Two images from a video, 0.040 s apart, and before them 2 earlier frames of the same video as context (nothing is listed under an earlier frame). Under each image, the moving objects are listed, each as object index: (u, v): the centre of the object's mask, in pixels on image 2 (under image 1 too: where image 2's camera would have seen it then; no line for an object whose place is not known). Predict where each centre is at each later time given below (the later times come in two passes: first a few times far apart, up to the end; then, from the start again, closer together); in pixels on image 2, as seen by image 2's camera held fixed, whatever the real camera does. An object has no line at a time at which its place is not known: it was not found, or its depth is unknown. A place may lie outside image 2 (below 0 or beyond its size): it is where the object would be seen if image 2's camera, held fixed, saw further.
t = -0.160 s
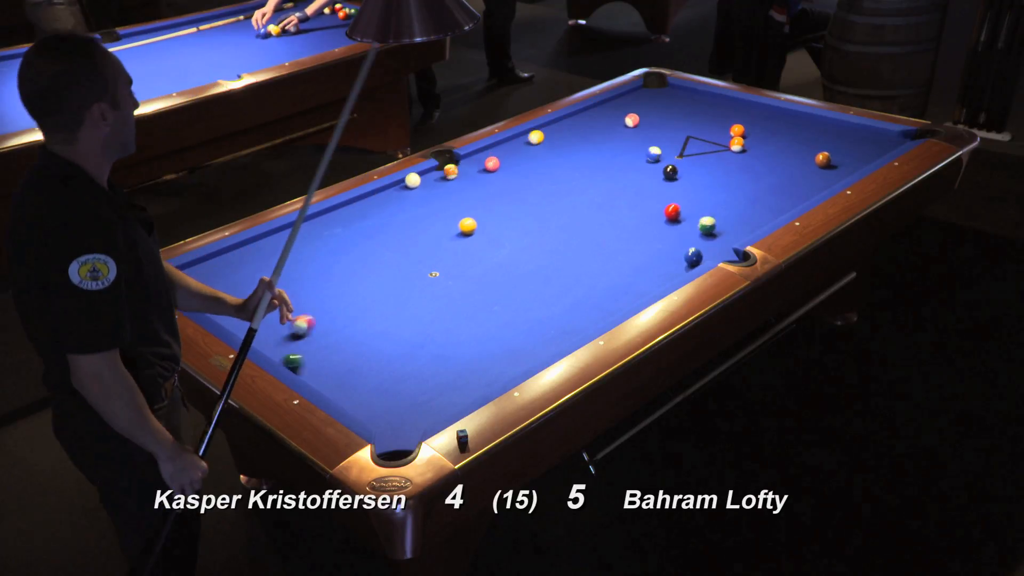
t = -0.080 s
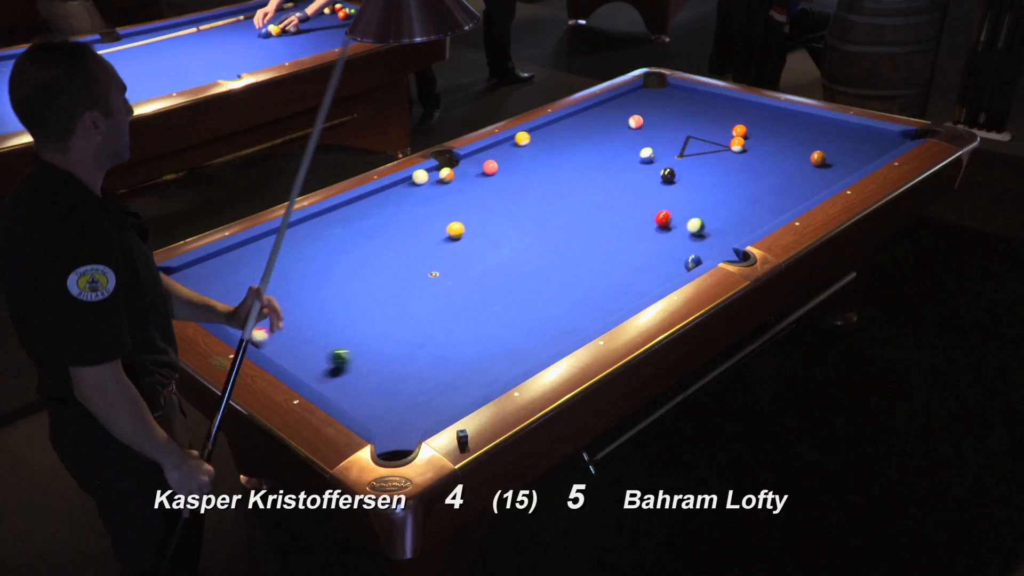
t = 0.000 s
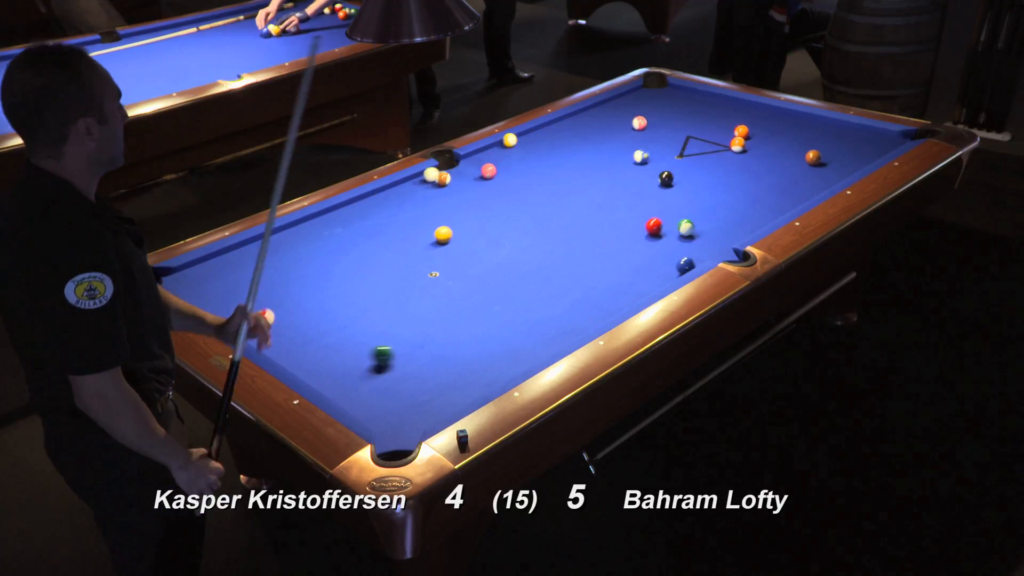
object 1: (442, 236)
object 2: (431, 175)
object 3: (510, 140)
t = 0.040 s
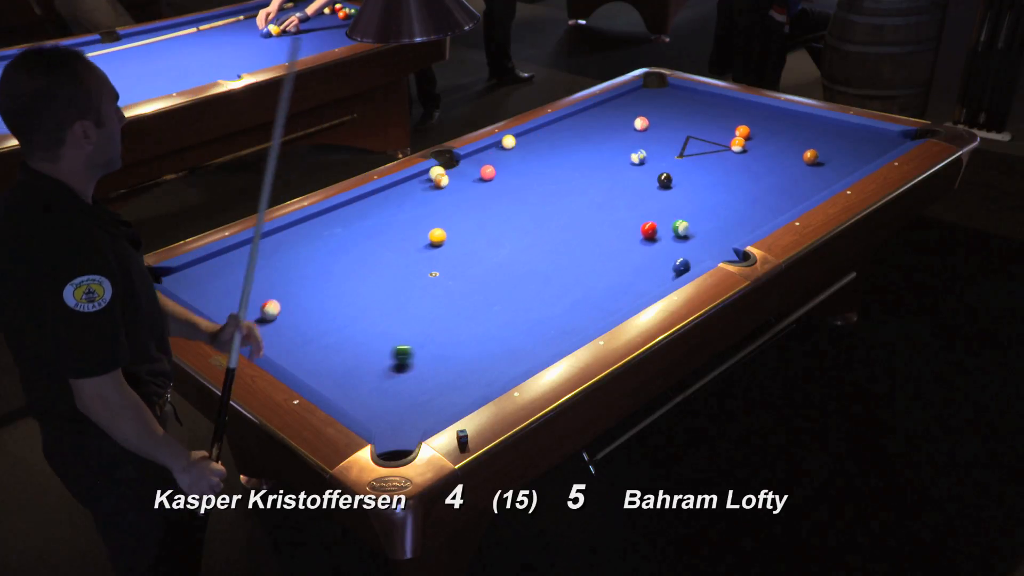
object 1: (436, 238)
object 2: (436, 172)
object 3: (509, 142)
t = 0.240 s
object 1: (406, 249)
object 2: (464, 168)
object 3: (502, 150)
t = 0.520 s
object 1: (362, 264)
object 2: (496, 166)
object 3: (496, 154)
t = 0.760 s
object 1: (324, 278)
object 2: (515, 172)
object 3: (498, 154)
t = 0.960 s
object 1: (292, 290)
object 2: (532, 177)
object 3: (499, 152)
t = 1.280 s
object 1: (243, 307)
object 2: (557, 184)
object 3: (501, 151)
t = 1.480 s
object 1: (215, 312)
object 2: (572, 188)
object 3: (501, 150)
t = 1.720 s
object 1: (238, 303)
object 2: (590, 193)
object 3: (501, 150)
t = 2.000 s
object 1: (257, 293)
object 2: (611, 199)
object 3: (501, 149)
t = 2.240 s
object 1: (271, 285)
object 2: (627, 204)
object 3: (501, 149)
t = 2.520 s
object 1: (286, 277)
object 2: (646, 209)
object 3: (501, 149)
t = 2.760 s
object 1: (298, 271)
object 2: (660, 214)
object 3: (501, 149)
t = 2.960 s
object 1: (306, 266)
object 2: (672, 217)
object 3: (501, 149)
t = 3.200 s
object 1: (315, 262)
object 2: (685, 221)
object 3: (502, 149)
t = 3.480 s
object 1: (324, 257)
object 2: (700, 225)
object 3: (502, 149)
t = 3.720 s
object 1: (331, 253)
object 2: (711, 228)
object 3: (502, 149)
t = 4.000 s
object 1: (337, 250)
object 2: (723, 231)
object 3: (502, 149)
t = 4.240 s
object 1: (342, 244)
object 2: (732, 234)
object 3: (502, 149)
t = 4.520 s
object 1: (347, 244)
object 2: (740, 234)
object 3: (502, 150)
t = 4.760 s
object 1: (348, 244)
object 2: (737, 234)
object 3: (502, 150)
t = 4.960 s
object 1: (348, 243)
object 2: (734, 234)
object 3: (502, 150)
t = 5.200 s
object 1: (349, 243)
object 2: (733, 234)
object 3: (502, 150)
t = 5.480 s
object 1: (349, 243)
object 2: (732, 233)
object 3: (502, 150)
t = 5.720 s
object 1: (349, 243)
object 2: (733, 233)
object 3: (502, 150)
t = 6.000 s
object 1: (349, 243)
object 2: (732, 234)
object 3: (502, 150)
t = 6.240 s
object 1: (349, 243)
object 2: (732, 234)
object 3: (502, 150)
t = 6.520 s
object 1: (349, 243)
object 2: (733, 233)
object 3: (502, 150)
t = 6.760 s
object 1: (349, 243)
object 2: (732, 233)
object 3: (502, 150)
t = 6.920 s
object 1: (348, 243)
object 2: (732, 233)
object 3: (502, 150)
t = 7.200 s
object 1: (349, 243)
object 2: (732, 233)
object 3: (502, 150)
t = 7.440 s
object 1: (349, 243)
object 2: (733, 234)
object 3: (502, 150)
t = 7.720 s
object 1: (348, 243)
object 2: (733, 234)
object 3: (502, 150)
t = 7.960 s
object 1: (348, 243)
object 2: (733, 234)
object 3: (502, 150)
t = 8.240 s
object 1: (347, 243)
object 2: (733, 234)
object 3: (502, 150)
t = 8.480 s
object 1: (348, 243)
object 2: (733, 234)
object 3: (502, 150)
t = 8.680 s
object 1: (350, 245)
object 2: (733, 234)
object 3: (502, 150)
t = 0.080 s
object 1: (430, 240)
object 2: (443, 171)
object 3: (507, 144)
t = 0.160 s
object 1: (418, 244)
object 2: (453, 171)
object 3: (505, 147)
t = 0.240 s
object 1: (406, 249)
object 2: (464, 168)
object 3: (502, 150)
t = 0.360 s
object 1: (387, 255)
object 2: (480, 166)
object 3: (497, 155)
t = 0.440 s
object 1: (374, 260)
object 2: (490, 164)
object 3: (496, 155)
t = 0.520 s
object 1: (362, 264)
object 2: (496, 166)
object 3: (496, 154)
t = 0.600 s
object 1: (349, 269)
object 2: (502, 168)
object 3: (497, 155)
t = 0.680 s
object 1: (337, 273)
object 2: (509, 170)
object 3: (497, 154)
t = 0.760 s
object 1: (324, 278)
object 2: (515, 172)
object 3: (498, 154)
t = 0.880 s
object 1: (305, 285)
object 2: (525, 175)
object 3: (499, 153)
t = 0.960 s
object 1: (292, 290)
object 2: (532, 177)
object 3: (499, 152)
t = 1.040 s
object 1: (279, 294)
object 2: (538, 178)
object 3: (500, 152)
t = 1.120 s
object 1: (266, 299)
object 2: (544, 180)
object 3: (500, 152)
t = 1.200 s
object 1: (253, 303)
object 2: (551, 182)
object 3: (500, 151)
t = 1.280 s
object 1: (243, 307)
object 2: (557, 184)
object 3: (501, 151)
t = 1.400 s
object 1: (219, 312)
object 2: (566, 186)
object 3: (501, 150)
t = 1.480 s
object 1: (215, 312)
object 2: (572, 188)
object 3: (501, 150)
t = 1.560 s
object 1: (229, 310)
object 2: (578, 190)
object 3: (501, 150)
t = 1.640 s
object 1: (231, 308)
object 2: (584, 192)
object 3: (501, 150)
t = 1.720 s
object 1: (238, 303)
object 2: (590, 193)
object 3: (501, 150)
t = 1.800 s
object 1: (243, 300)
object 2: (596, 195)
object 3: (501, 150)
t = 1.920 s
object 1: (251, 296)
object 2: (605, 197)
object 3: (501, 149)
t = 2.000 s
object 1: (257, 293)
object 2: (611, 199)
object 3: (501, 149)
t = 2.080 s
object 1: (262, 290)
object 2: (616, 201)
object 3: (501, 149)
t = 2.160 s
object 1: (266, 288)
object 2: (622, 202)
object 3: (501, 149)
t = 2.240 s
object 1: (271, 285)
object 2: (627, 204)
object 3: (501, 149)
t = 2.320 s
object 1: (276, 283)
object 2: (633, 206)
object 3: (501, 149)
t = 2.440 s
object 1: (282, 279)
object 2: (641, 208)
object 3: (501, 149)
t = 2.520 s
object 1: (286, 277)
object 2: (646, 209)
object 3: (501, 149)
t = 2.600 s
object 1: (290, 275)
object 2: (651, 211)
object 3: (501, 149)
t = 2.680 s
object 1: (294, 273)
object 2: (656, 212)
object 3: (501, 149)
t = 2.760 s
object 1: (298, 271)
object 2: (660, 214)
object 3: (501, 149)
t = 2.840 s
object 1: (301, 269)
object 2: (665, 215)
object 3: (501, 150)
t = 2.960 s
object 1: (306, 266)
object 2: (672, 217)
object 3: (501, 149)
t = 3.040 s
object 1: (309, 265)
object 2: (677, 218)
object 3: (502, 149)
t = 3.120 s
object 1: (312, 263)
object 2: (681, 219)
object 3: (502, 149)
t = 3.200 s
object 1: (315, 262)
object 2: (685, 221)
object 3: (502, 149)
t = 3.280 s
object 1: (318, 260)
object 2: (690, 222)
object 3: (502, 149)
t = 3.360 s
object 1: (321, 259)
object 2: (694, 223)
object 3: (502, 149)
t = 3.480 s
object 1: (324, 257)
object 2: (700, 225)
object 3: (502, 149)
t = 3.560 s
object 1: (327, 256)
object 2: (704, 226)
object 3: (502, 149)
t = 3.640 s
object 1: (329, 254)
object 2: (708, 227)
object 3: (502, 149)
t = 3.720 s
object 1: (331, 253)
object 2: (711, 228)
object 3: (502, 149)
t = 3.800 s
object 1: (333, 252)
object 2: (715, 229)
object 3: (502, 149)
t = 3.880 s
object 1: (335, 251)
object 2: (718, 230)
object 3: (502, 149)
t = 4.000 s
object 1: (337, 250)
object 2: (723, 231)
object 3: (502, 149)
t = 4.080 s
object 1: (338, 248)
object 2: (726, 232)
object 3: (502, 149)
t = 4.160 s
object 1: (339, 246)
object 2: (730, 233)
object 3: (502, 149)
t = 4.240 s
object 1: (342, 244)
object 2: (732, 234)
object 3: (502, 149)
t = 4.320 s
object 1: (344, 243)
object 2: (735, 234)
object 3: (502, 150)
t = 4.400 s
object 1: (346, 243)
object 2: (738, 234)
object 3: (501, 150)
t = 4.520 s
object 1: (347, 244)
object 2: (740, 234)
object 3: (502, 150)
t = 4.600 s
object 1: (348, 244)
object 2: (739, 234)
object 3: (502, 150)
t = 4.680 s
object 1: (348, 244)
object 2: (738, 234)
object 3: (502, 150)
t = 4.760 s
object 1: (348, 244)
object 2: (737, 234)
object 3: (502, 150)
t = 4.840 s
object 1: (348, 244)
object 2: (736, 234)
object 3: (502, 150)
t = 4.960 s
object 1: (348, 243)
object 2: (734, 234)
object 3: (502, 150)
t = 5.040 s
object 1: (348, 243)
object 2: (734, 234)
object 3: (502, 150)
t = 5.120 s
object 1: (349, 243)
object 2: (733, 234)
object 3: (502, 150)
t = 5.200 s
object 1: (349, 243)
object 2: (733, 234)
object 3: (502, 150)
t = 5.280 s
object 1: (349, 243)
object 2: (733, 233)
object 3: (502, 150)
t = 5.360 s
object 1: (348, 243)
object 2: (733, 233)
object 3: (502, 150)
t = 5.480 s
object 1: (349, 243)
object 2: (732, 233)
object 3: (502, 150)
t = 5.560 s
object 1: (349, 243)
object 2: (732, 233)
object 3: (502, 150)
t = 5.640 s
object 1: (349, 243)
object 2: (732, 233)
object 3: (502, 150)
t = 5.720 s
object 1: (349, 243)
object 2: (733, 233)
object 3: (502, 150)
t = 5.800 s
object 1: (349, 243)
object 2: (733, 233)
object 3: (502, 150)
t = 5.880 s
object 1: (349, 243)
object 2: (733, 233)
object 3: (502, 150)
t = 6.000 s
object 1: (349, 243)
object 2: (732, 234)
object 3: (502, 150)
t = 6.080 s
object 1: (349, 243)
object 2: (732, 233)
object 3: (502, 150)
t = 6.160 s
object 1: (349, 243)
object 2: (733, 233)
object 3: (502, 150)
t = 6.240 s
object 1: (349, 243)
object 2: (732, 234)
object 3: (502, 150)
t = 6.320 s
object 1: (348, 243)
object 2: (733, 233)
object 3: (502, 150)
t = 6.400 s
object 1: (348, 243)
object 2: (732, 233)
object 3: (502, 150)
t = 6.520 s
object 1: (349, 243)
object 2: (733, 233)
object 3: (502, 150)
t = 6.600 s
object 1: (349, 243)
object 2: (732, 234)
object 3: (502, 150)
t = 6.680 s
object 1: (349, 243)
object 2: (733, 233)
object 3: (502, 150)
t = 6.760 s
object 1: (349, 243)
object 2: (732, 233)
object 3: (502, 150)
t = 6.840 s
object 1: (348, 243)
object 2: (732, 234)
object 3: (502, 150)
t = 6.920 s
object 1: (348, 243)
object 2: (732, 233)
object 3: (502, 150)
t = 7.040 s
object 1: (349, 243)
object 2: (733, 233)
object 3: (502, 150)
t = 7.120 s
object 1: (349, 243)
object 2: (732, 233)
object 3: (502, 150)
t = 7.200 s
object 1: (349, 243)
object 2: (732, 233)
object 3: (502, 150)
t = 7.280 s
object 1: (349, 243)
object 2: (732, 233)
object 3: (502, 150)
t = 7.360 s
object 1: (349, 243)
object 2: (733, 233)
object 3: (502, 150)
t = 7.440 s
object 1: (349, 243)
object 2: (733, 234)
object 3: (502, 150)
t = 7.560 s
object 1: (348, 243)
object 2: (732, 233)
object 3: (502, 150)
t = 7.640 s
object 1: (348, 243)
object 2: (732, 233)
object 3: (502, 150)
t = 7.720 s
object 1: (348, 243)
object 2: (733, 234)
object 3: (502, 150)
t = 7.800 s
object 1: (348, 243)
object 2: (732, 234)
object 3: (502, 150)
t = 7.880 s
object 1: (348, 243)
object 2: (733, 234)
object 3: (502, 150)
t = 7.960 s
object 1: (348, 243)
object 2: (733, 234)
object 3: (502, 150)
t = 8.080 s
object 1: (348, 243)
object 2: (733, 234)
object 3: (502, 149)
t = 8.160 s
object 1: (349, 243)
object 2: (733, 234)
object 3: (502, 149)
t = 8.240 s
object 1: (347, 243)
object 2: (733, 234)
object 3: (502, 150)
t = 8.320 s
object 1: (348, 243)
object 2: (733, 234)
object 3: (502, 150)
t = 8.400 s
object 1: (348, 243)
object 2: (733, 234)
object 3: (502, 150)
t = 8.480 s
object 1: (348, 243)
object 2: (733, 234)
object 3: (502, 150)
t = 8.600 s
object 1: (348, 243)
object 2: (733, 234)
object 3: (502, 150)
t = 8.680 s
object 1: (350, 245)
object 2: (733, 234)
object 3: (502, 150)
